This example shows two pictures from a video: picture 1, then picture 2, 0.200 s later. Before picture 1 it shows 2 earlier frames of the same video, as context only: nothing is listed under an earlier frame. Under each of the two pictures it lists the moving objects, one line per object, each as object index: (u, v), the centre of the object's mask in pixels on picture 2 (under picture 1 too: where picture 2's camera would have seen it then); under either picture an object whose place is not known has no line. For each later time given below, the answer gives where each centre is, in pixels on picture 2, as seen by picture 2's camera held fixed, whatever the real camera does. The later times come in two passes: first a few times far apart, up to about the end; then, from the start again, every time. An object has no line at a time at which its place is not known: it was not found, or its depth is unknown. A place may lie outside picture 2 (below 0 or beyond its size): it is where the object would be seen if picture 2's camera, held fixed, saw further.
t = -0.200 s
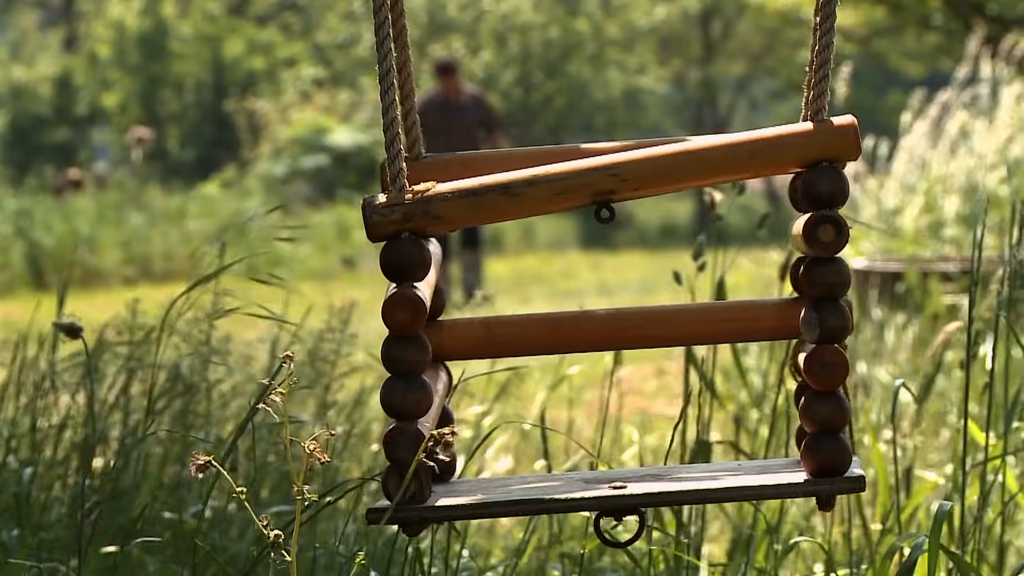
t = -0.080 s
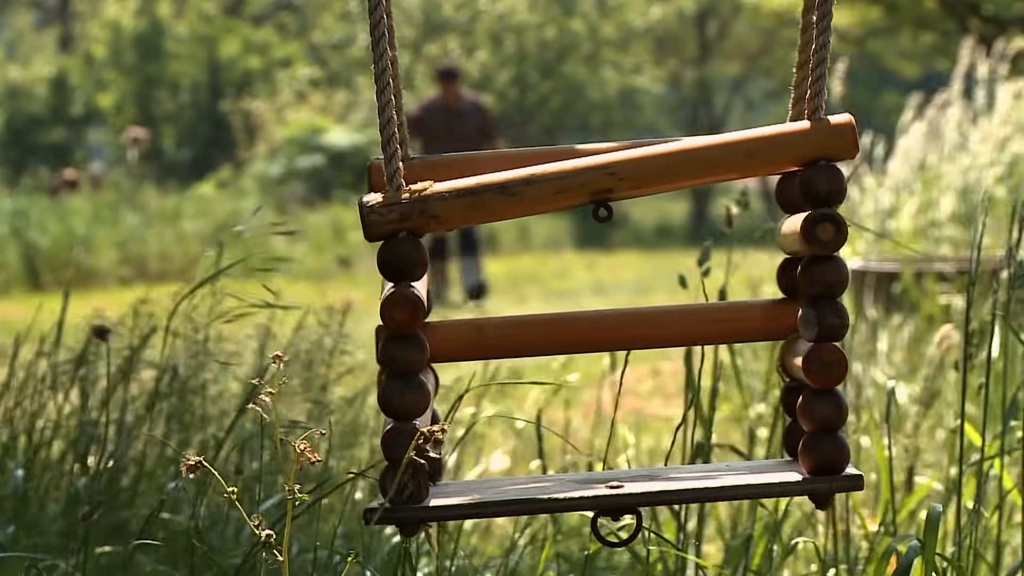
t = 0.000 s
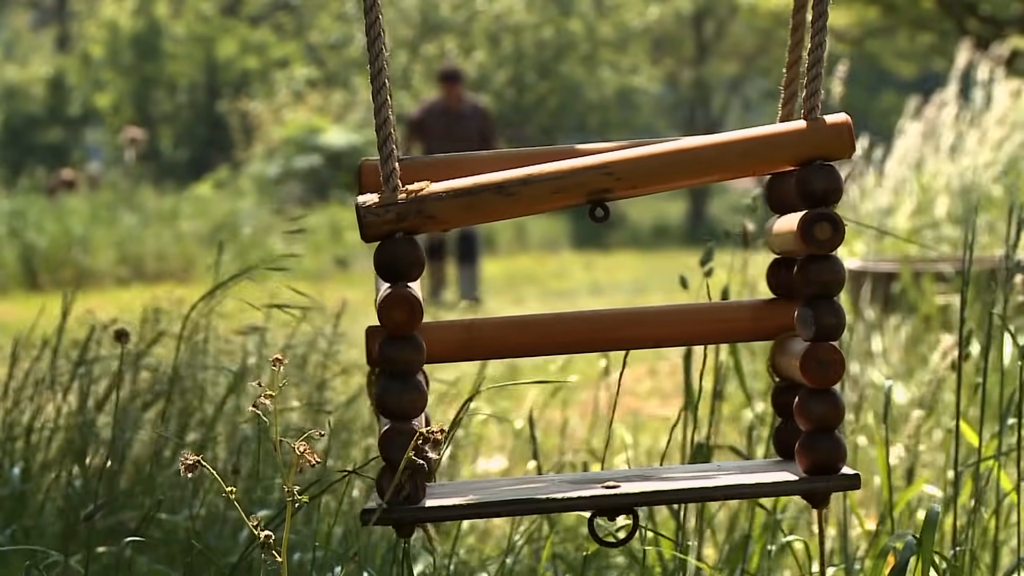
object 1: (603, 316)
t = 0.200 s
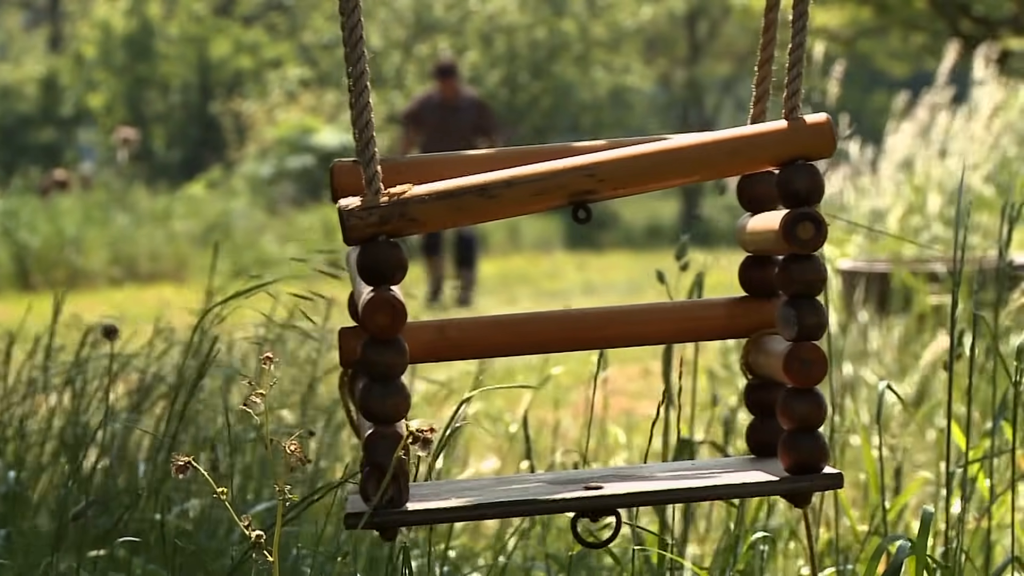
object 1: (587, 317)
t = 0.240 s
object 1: (583, 317)
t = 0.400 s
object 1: (568, 317)
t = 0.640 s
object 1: (544, 316)
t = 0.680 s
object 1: (540, 316)
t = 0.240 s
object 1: (583, 317)
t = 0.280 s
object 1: (579, 317)
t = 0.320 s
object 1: (575, 316)
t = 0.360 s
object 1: (572, 317)
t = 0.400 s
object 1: (568, 317)
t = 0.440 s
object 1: (564, 316)
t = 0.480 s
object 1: (561, 316)
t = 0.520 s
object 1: (557, 316)
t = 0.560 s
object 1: (553, 315)
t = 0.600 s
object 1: (549, 316)
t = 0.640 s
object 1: (544, 316)
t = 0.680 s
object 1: (540, 316)
